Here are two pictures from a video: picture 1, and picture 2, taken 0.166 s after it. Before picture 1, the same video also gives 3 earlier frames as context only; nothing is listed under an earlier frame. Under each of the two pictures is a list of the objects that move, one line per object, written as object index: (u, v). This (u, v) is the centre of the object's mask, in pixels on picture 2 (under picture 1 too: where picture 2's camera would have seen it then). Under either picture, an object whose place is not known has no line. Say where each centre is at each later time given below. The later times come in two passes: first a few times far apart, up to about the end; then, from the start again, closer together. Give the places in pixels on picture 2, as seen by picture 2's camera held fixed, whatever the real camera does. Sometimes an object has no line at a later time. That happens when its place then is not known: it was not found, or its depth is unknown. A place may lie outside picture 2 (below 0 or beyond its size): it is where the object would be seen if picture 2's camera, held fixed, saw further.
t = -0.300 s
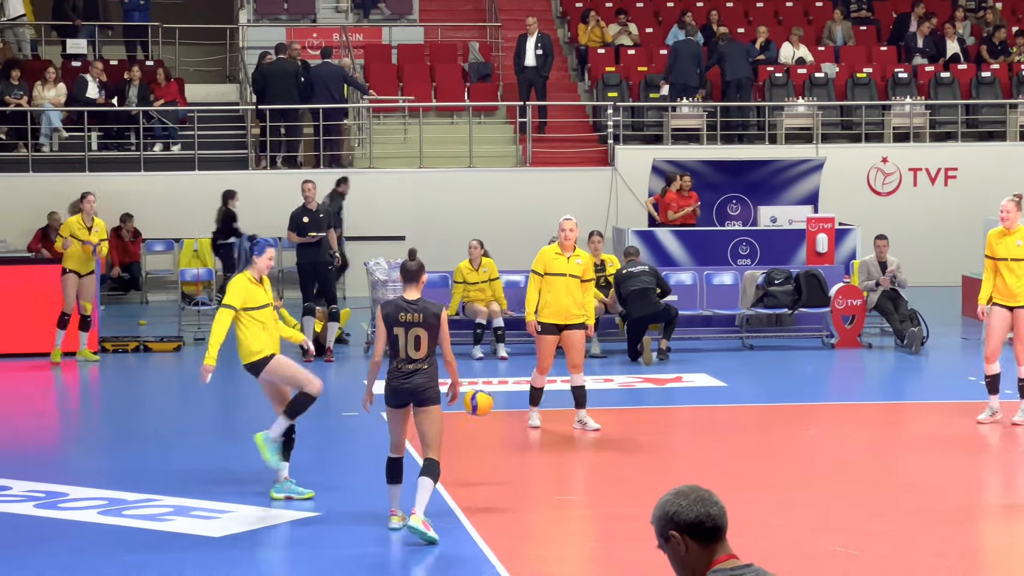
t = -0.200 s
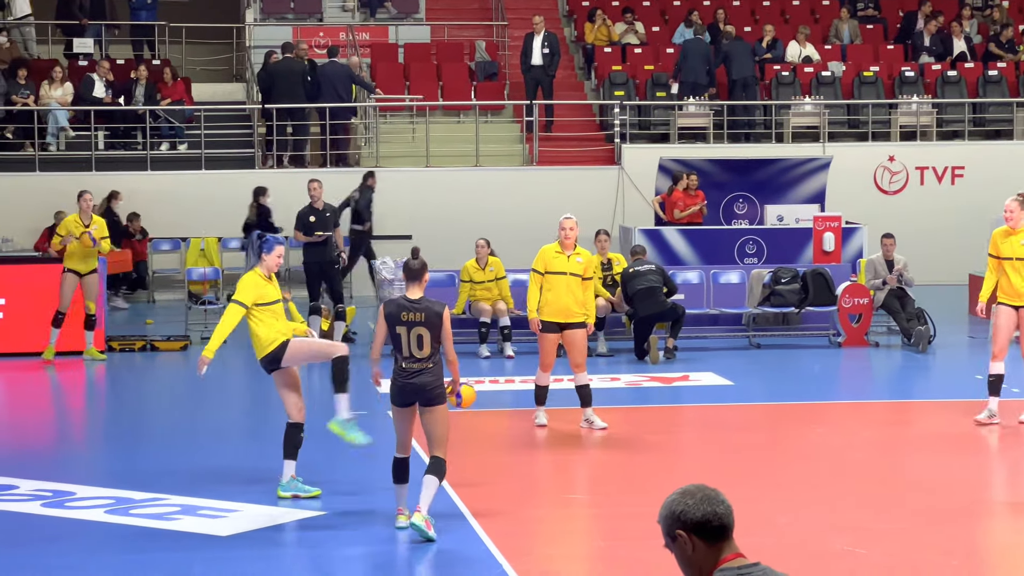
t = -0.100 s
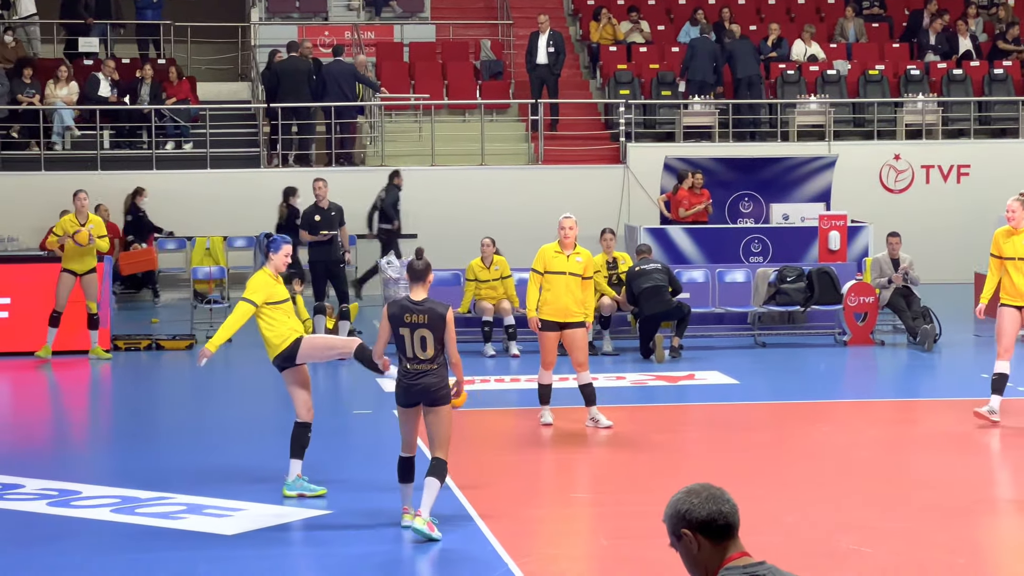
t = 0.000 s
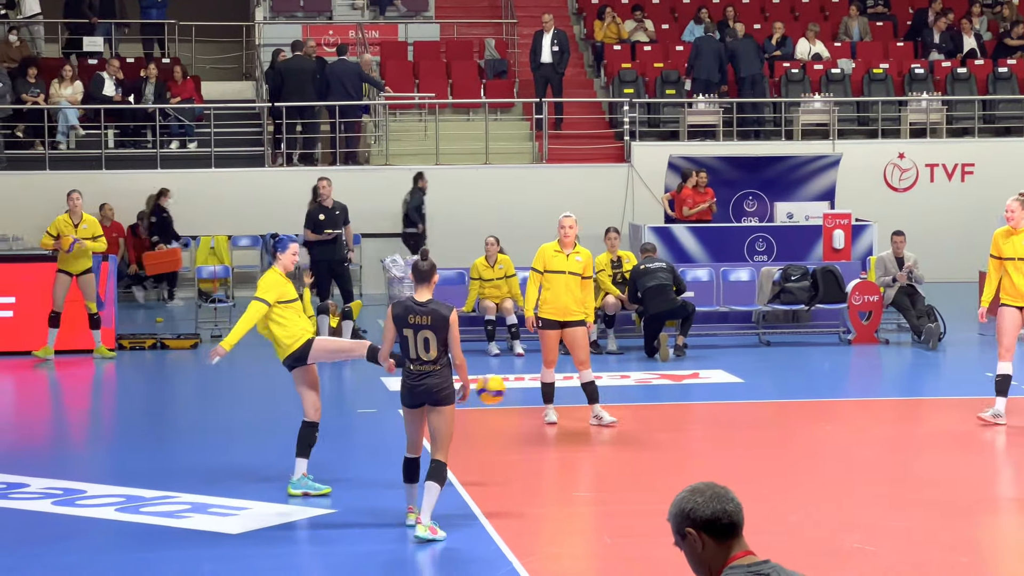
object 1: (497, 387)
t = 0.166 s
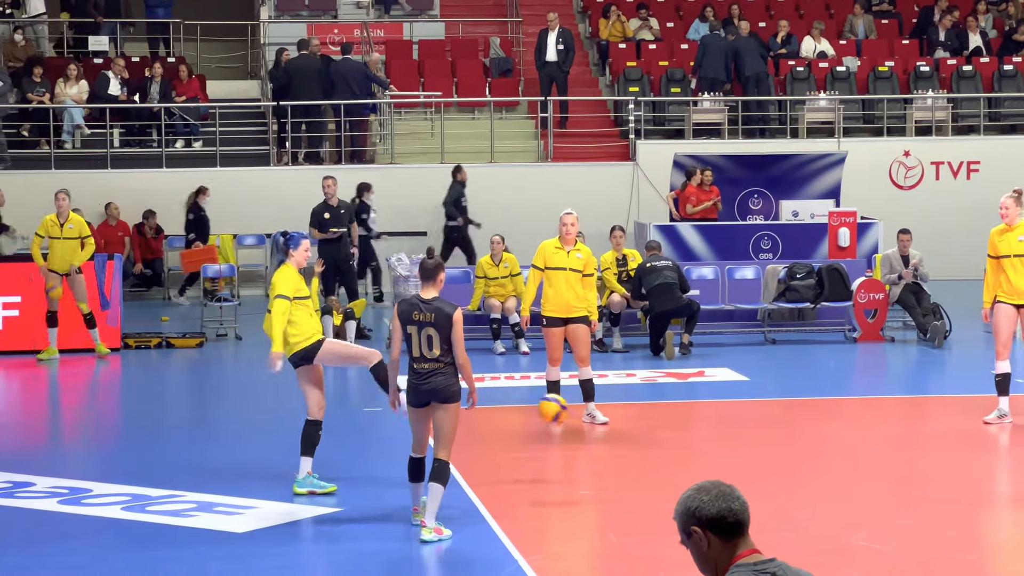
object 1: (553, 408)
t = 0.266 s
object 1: (585, 439)
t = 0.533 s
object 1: (662, 419)
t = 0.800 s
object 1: (734, 421)
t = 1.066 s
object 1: (805, 426)
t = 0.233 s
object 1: (575, 428)
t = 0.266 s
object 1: (585, 439)
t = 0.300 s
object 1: (596, 452)
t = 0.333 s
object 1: (606, 466)
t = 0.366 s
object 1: (616, 465)
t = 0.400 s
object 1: (625, 452)
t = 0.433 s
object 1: (634, 442)
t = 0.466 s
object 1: (643, 432)
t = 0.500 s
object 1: (652, 424)
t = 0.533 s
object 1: (662, 419)
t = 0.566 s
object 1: (671, 414)
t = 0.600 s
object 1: (680, 411)
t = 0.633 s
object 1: (689, 409)
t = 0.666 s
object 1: (698, 408)
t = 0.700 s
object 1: (707, 410)
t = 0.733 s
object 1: (716, 412)
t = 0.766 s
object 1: (725, 416)
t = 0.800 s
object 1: (734, 421)
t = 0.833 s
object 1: (743, 428)
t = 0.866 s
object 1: (752, 436)
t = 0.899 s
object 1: (761, 446)
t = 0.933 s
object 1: (770, 457)
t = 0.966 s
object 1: (779, 448)
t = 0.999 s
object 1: (788, 439)
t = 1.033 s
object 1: (797, 431)
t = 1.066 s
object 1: (805, 426)
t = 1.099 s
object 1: (814, 421)
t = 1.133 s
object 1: (823, 418)
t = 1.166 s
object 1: (830, 417)
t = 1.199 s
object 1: (838, 416)
